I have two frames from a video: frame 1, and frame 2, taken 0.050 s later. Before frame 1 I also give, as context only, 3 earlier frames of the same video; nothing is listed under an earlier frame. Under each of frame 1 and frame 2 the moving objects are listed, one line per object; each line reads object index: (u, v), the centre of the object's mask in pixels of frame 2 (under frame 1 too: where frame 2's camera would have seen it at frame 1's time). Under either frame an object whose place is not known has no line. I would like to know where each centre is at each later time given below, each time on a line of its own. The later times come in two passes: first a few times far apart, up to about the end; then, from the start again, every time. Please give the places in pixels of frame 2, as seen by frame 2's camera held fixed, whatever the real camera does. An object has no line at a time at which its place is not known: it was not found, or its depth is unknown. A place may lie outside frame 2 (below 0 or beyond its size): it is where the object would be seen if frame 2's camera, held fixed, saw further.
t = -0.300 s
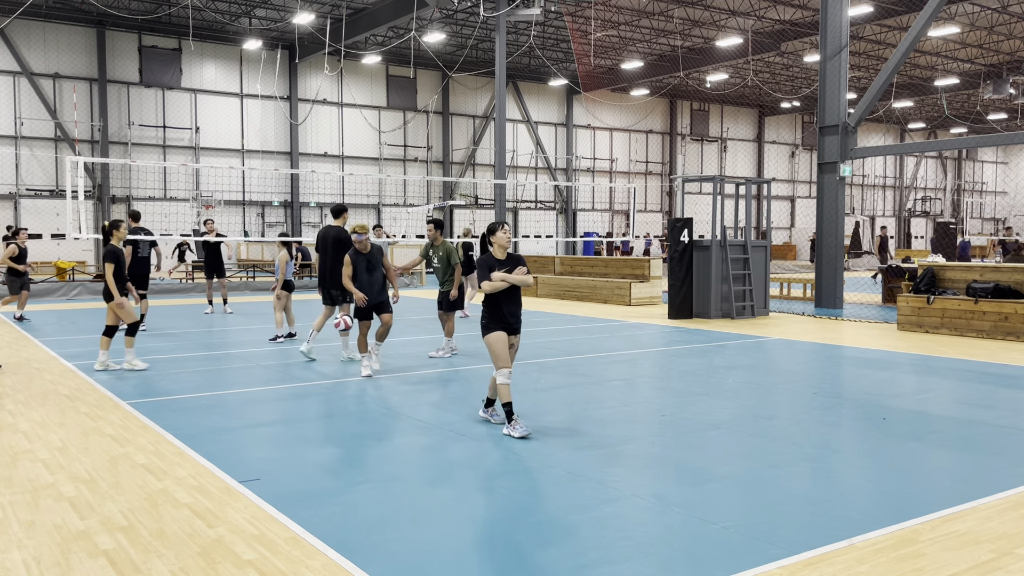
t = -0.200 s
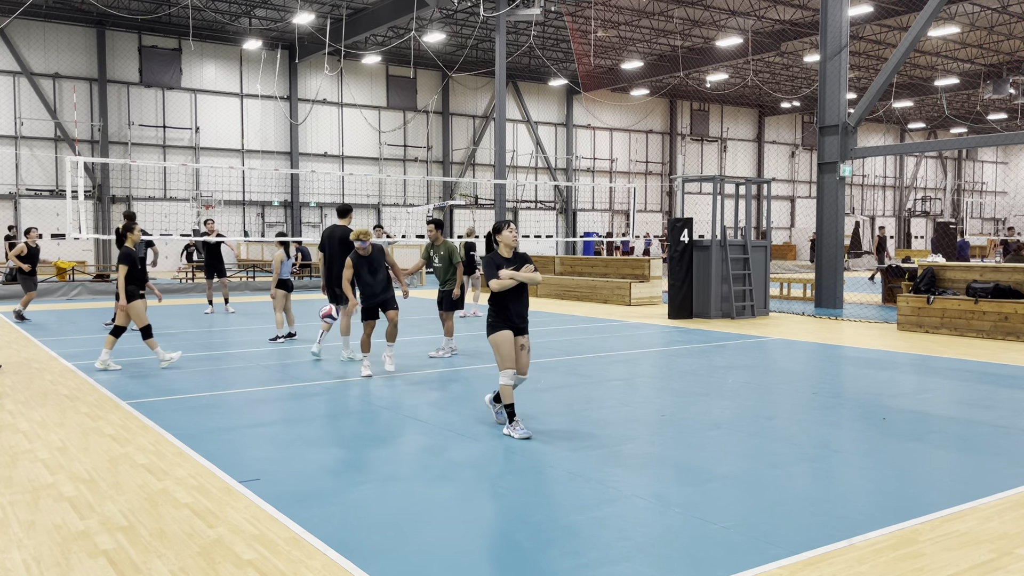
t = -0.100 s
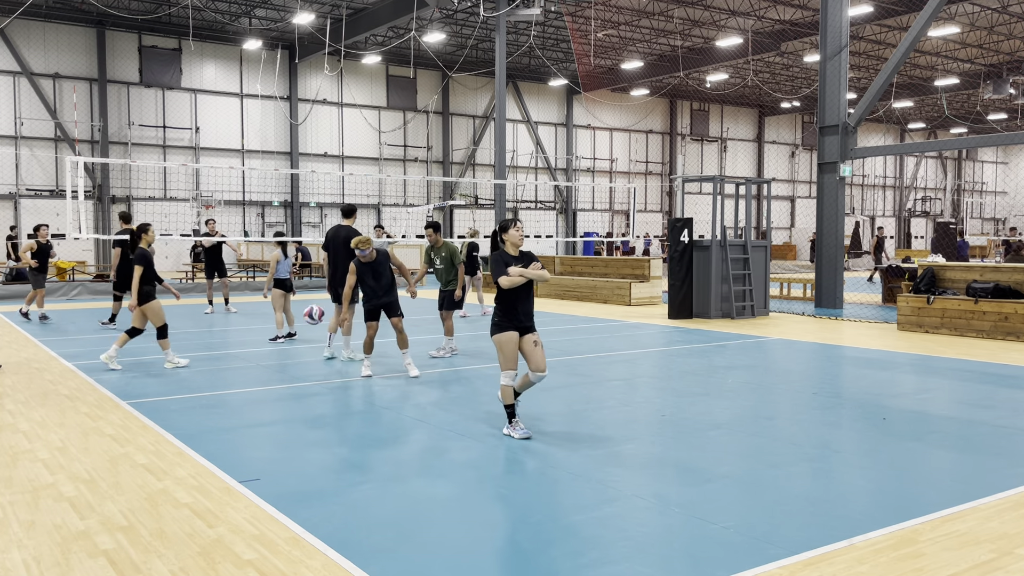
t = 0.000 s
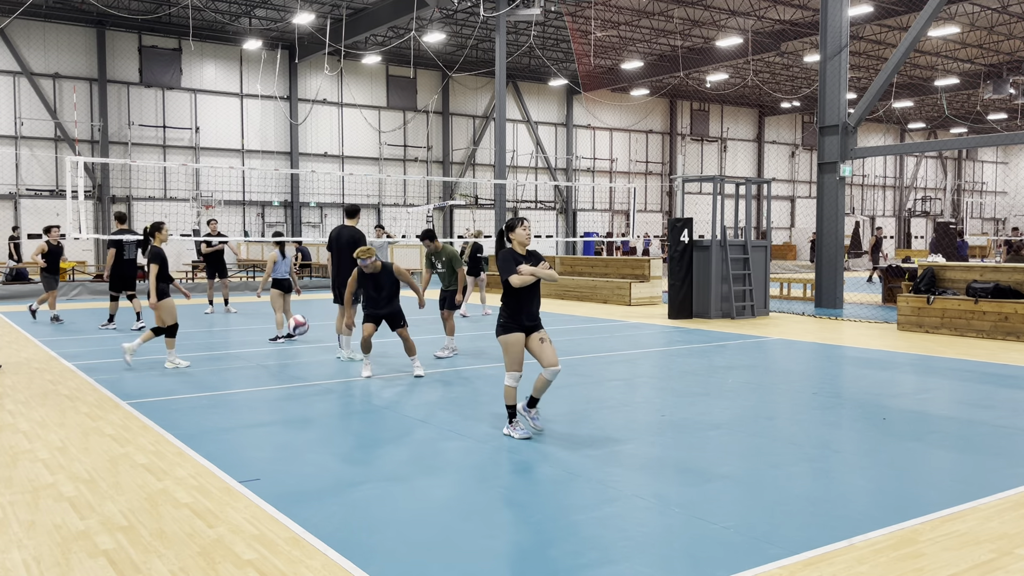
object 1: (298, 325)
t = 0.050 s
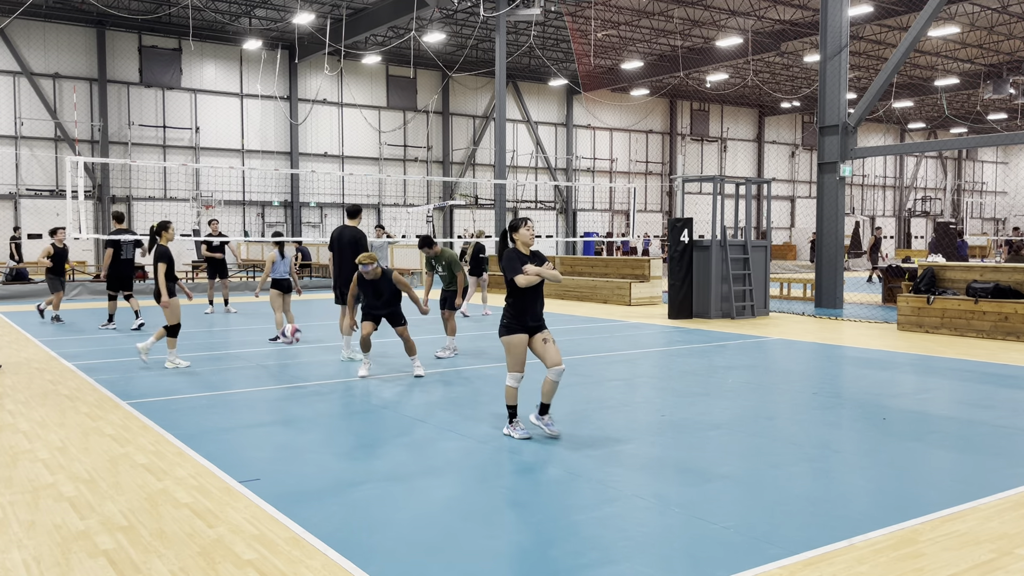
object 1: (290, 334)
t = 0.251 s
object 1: (260, 377)
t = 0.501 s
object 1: (237, 348)
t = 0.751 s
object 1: (211, 389)
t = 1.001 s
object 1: (179, 387)
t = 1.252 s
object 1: (143, 424)
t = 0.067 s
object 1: (288, 337)
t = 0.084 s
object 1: (285, 342)
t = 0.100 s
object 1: (283, 346)
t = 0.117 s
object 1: (280, 350)
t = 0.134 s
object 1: (277, 355)
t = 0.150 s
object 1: (274, 360)
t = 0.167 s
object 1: (271, 366)
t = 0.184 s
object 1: (268, 372)
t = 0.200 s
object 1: (266, 377)
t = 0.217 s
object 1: (263, 384)
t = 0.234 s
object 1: (262, 381)
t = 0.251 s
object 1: (260, 377)
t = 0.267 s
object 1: (259, 373)
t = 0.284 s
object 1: (257, 370)
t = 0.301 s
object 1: (256, 366)
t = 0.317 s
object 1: (254, 363)
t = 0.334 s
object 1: (253, 360)
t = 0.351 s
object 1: (251, 358)
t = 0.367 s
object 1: (250, 356)
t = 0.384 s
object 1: (248, 354)
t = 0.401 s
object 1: (246, 352)
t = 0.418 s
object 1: (245, 351)
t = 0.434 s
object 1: (243, 350)
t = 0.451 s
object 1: (241, 349)
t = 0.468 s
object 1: (240, 348)
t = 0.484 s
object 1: (238, 348)
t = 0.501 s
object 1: (237, 348)
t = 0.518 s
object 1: (235, 348)
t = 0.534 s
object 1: (233, 349)
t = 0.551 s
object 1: (231, 350)
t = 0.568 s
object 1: (230, 352)
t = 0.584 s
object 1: (228, 353)
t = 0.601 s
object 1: (226, 356)
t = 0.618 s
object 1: (224, 357)
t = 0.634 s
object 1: (223, 360)
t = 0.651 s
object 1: (221, 363)
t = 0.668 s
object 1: (220, 366)
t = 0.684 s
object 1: (218, 370)
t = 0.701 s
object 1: (216, 374)
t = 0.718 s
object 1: (214, 379)
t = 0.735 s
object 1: (212, 384)
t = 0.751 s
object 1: (211, 389)
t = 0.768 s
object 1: (209, 394)
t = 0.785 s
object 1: (207, 400)
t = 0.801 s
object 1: (205, 407)
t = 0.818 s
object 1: (203, 412)
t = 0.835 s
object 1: (201, 408)
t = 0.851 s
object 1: (199, 404)
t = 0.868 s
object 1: (197, 401)
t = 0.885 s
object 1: (194, 398)
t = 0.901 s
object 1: (192, 396)
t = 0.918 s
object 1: (190, 393)
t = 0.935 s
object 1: (188, 391)
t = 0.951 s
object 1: (186, 390)
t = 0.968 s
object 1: (183, 389)
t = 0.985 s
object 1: (181, 388)
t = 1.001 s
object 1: (179, 387)
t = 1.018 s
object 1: (177, 387)
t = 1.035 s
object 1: (175, 387)
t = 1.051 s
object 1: (172, 388)
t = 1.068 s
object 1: (170, 389)
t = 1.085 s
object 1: (167, 390)
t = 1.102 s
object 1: (165, 391)
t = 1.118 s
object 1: (163, 393)
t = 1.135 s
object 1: (160, 396)
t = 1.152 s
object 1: (158, 399)
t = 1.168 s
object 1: (155, 402)
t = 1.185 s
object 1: (153, 405)
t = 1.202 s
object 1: (151, 409)
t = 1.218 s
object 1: (148, 414)
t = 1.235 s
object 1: (146, 419)
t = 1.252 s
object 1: (143, 424)
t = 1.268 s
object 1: (141, 430)
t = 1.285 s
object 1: (138, 437)
